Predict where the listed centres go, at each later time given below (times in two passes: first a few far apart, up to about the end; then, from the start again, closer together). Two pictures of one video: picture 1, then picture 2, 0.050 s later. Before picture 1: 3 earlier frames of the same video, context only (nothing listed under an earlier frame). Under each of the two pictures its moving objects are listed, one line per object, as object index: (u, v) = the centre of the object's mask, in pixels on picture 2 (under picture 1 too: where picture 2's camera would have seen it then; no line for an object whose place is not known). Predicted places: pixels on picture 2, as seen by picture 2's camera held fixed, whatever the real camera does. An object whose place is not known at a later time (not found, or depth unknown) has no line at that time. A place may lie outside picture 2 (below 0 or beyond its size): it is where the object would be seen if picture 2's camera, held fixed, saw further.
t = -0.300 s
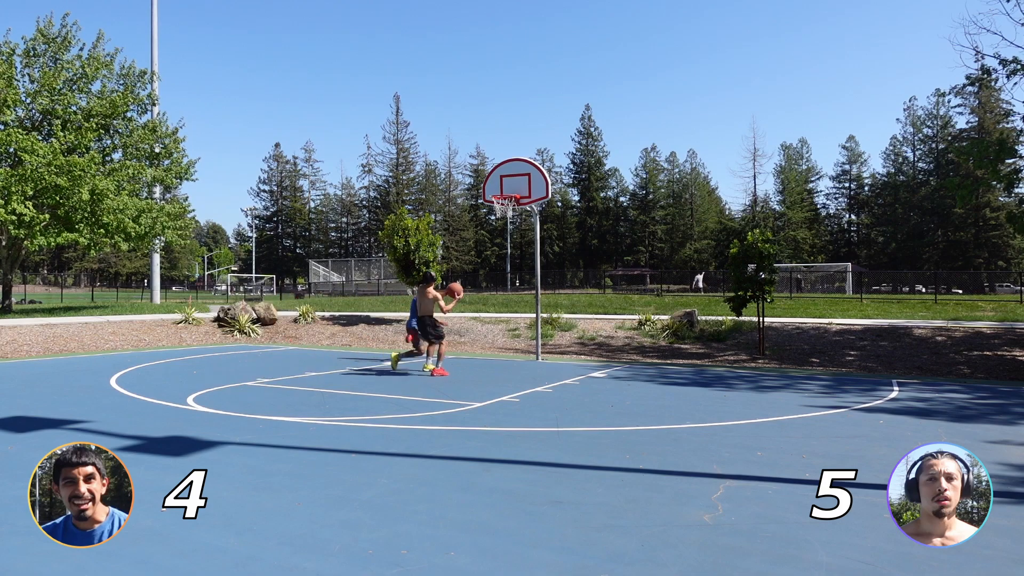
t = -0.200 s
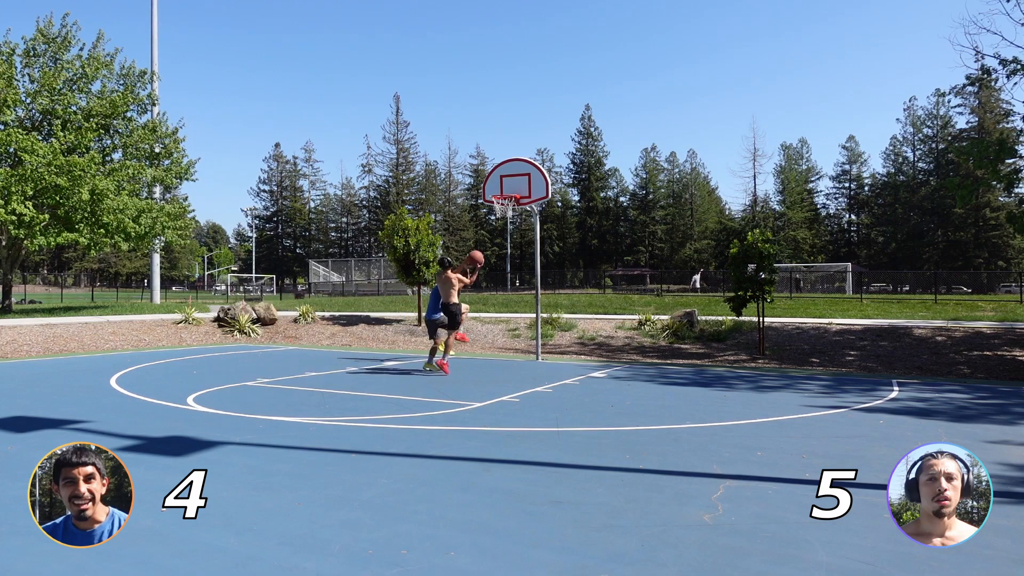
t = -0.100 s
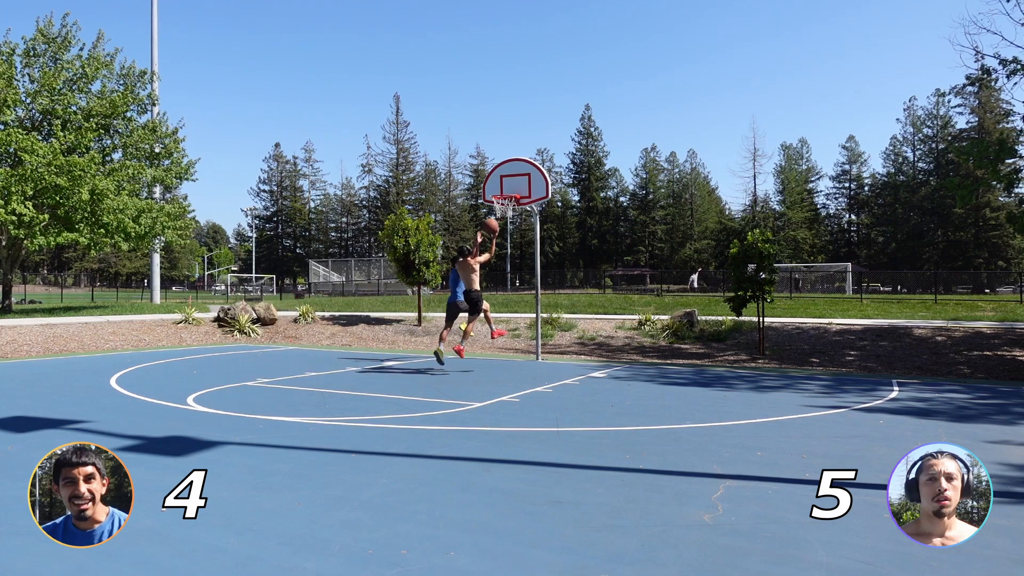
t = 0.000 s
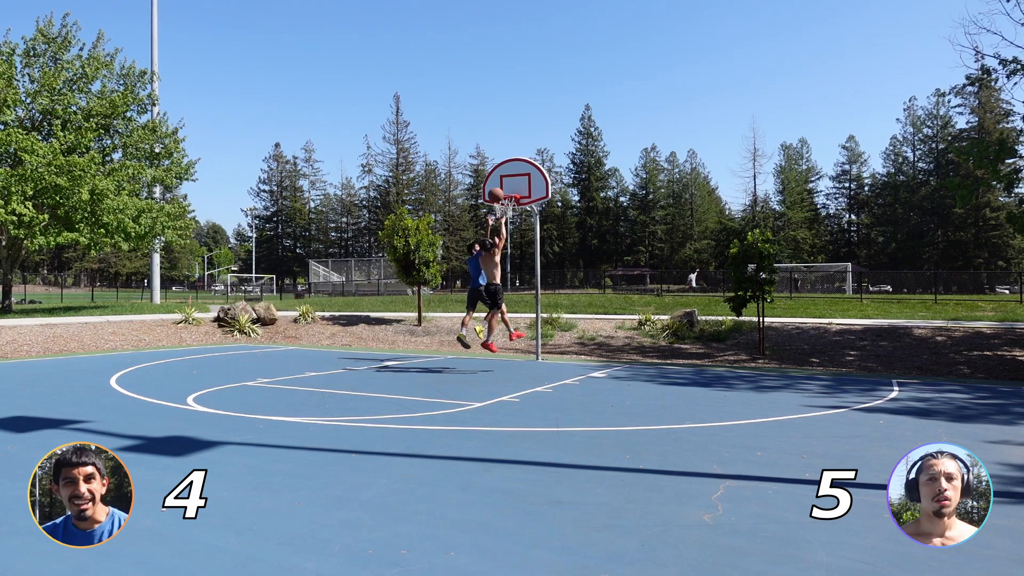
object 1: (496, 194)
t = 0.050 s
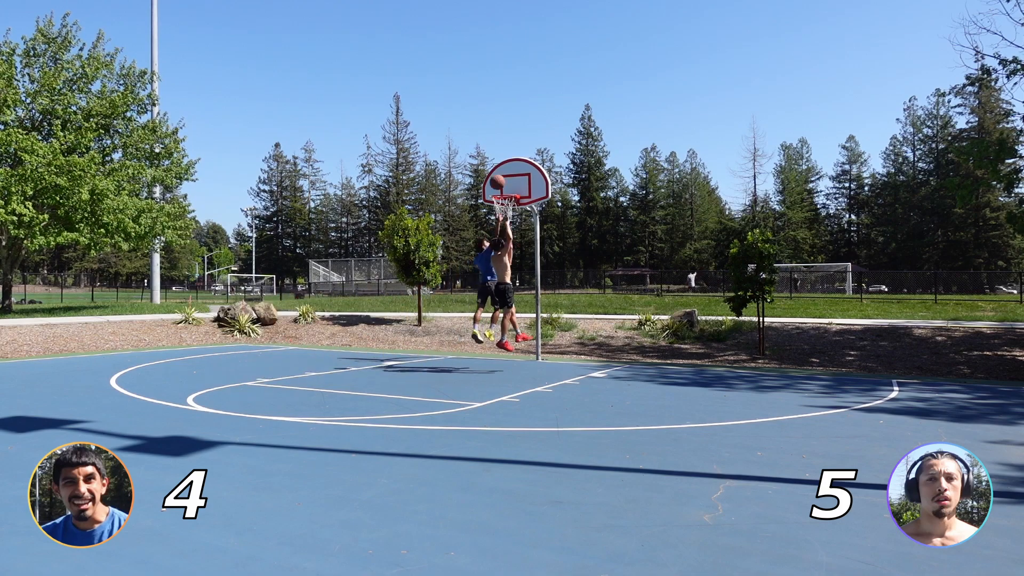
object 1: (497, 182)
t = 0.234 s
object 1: (503, 149)
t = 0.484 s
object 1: (510, 139)
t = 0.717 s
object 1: (517, 162)
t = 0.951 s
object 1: (522, 187)
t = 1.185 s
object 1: (522, 197)
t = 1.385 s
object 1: (522, 231)
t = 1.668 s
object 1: (523, 329)
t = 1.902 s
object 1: (526, 319)
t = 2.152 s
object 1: (532, 259)
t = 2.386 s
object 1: (539, 240)
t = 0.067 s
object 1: (498, 178)
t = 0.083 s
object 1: (498, 174)
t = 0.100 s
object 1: (499, 170)
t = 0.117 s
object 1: (500, 167)
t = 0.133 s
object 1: (500, 164)
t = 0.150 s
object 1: (500, 161)
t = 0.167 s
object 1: (501, 158)
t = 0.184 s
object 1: (501, 155)
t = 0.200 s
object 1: (502, 153)
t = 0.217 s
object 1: (502, 151)
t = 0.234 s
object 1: (503, 149)
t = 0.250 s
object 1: (503, 147)
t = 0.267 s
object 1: (504, 145)
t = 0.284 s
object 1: (504, 144)
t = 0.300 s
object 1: (505, 143)
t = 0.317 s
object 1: (505, 141)
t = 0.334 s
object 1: (506, 140)
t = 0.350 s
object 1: (506, 140)
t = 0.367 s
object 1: (507, 139)
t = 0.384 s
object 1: (507, 138)
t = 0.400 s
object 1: (508, 138)
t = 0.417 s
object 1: (508, 138)
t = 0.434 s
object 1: (509, 138)
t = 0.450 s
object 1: (509, 138)
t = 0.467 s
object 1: (510, 139)
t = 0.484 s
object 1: (510, 139)
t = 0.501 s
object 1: (511, 140)
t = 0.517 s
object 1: (511, 140)
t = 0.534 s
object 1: (512, 141)
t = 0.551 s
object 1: (512, 142)
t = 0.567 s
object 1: (513, 144)
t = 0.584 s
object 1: (513, 145)
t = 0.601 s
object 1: (513, 147)
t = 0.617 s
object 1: (514, 148)
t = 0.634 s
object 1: (514, 150)
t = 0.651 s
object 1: (515, 152)
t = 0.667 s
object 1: (515, 154)
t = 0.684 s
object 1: (516, 157)
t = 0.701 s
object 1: (516, 159)
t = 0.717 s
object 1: (517, 162)
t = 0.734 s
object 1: (517, 164)
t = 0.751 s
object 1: (518, 167)
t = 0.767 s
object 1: (518, 170)
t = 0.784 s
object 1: (518, 173)
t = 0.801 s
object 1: (519, 177)
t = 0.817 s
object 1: (519, 180)
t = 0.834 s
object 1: (519, 184)
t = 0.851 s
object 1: (520, 187)
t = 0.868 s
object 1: (521, 190)
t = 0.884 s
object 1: (522, 190)
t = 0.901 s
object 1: (522, 189)
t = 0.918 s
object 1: (522, 188)
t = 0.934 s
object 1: (522, 188)
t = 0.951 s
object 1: (522, 187)
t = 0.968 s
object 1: (522, 187)
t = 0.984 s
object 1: (522, 187)
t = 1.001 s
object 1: (522, 187)
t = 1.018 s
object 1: (522, 187)
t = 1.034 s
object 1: (522, 187)
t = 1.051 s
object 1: (522, 187)
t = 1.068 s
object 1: (522, 188)
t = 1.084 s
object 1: (522, 189)
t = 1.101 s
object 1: (522, 190)
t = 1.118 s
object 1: (522, 191)
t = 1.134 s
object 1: (522, 192)
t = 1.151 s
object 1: (522, 193)
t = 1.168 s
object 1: (522, 195)
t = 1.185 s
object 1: (522, 197)
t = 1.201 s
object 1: (522, 199)
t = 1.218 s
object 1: (522, 200)
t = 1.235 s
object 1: (522, 202)
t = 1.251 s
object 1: (522, 205)
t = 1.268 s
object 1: (522, 207)
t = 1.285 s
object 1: (522, 210)
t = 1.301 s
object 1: (523, 213)
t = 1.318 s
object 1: (523, 215)
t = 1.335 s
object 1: (522, 219)
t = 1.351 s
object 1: (522, 224)
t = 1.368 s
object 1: (522, 227)
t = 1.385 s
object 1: (522, 231)
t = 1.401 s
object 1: (522, 235)
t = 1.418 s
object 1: (522, 239)
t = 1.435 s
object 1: (522, 244)
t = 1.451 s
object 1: (522, 248)
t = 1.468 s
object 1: (522, 253)
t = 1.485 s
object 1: (522, 258)
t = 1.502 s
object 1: (522, 264)
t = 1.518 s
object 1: (523, 269)
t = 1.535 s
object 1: (523, 275)
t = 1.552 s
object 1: (523, 281)
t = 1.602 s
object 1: (522, 300)
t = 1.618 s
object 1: (522, 307)
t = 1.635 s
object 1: (522, 314)
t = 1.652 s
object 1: (522, 321)
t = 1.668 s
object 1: (523, 329)
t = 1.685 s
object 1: (522, 336)
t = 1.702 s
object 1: (522, 345)
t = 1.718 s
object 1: (523, 353)
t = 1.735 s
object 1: (523, 362)
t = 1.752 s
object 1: (523, 370)
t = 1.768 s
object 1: (523, 366)
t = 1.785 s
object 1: (523, 360)
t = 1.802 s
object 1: (524, 353)
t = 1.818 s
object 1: (524, 347)
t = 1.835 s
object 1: (524, 341)
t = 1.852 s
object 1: (525, 335)
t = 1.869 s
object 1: (525, 330)
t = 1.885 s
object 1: (526, 324)
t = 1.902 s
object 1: (526, 319)
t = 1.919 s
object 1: (527, 314)
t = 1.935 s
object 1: (527, 309)
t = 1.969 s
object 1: (528, 299)
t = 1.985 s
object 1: (528, 295)
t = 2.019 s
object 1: (529, 286)
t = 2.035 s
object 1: (529, 282)
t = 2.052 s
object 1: (530, 278)
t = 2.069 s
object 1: (530, 275)
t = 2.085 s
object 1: (530, 271)
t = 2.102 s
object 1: (531, 268)
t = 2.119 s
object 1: (531, 265)
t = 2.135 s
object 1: (532, 262)
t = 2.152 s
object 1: (532, 259)
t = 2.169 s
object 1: (533, 256)
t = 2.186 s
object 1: (533, 254)
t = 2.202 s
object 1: (533, 252)
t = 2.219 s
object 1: (534, 250)
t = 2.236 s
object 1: (534, 248)
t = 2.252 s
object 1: (535, 246)
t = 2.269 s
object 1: (535, 245)
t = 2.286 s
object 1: (536, 244)
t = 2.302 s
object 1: (536, 243)
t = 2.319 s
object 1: (537, 242)
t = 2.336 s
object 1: (537, 241)
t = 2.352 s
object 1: (538, 240)
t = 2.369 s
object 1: (538, 240)
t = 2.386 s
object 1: (539, 240)
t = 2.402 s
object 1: (540, 240)
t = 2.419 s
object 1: (540, 240)
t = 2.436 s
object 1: (540, 240)
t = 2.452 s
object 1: (541, 241)
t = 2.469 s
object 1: (541, 242)
